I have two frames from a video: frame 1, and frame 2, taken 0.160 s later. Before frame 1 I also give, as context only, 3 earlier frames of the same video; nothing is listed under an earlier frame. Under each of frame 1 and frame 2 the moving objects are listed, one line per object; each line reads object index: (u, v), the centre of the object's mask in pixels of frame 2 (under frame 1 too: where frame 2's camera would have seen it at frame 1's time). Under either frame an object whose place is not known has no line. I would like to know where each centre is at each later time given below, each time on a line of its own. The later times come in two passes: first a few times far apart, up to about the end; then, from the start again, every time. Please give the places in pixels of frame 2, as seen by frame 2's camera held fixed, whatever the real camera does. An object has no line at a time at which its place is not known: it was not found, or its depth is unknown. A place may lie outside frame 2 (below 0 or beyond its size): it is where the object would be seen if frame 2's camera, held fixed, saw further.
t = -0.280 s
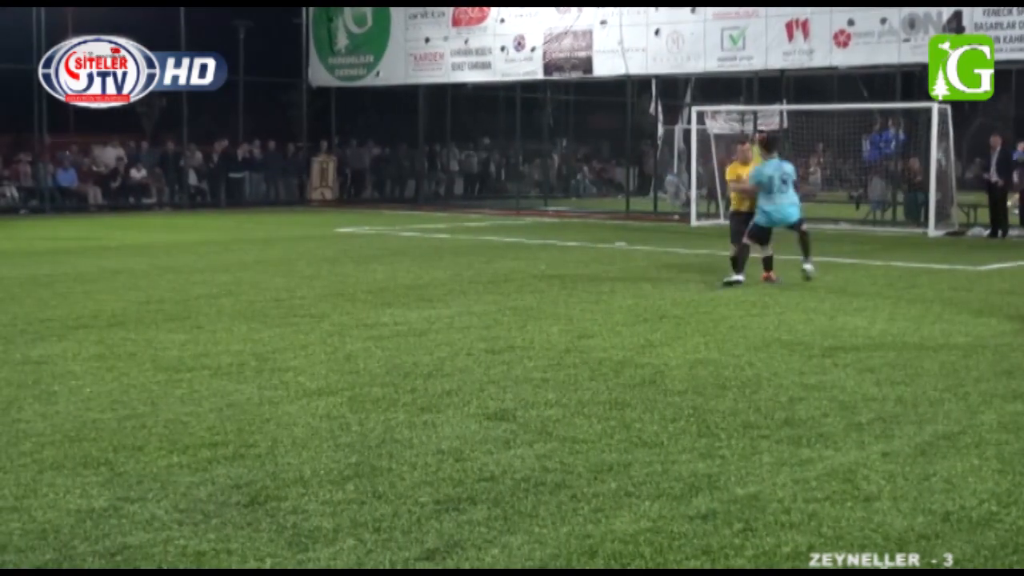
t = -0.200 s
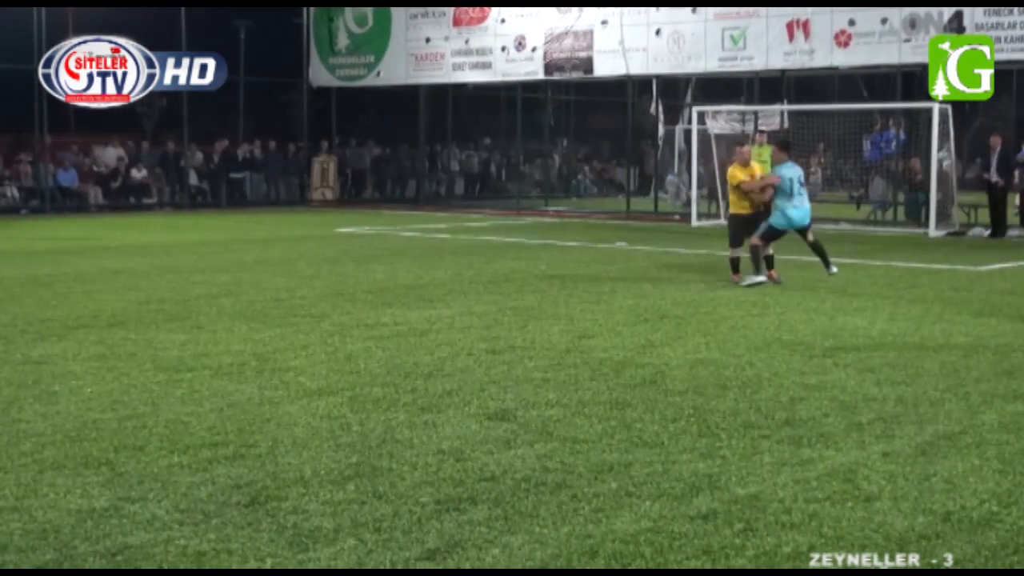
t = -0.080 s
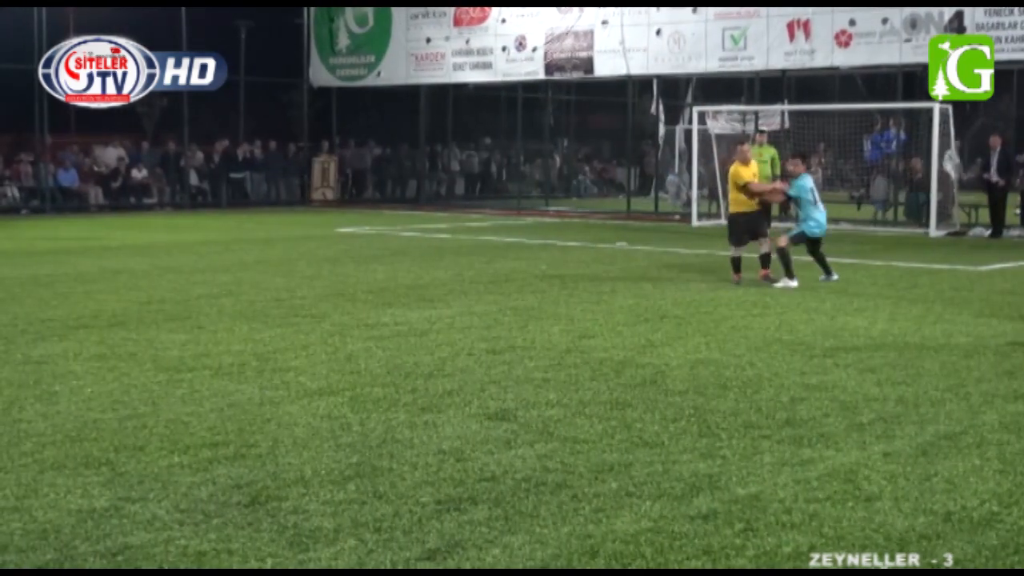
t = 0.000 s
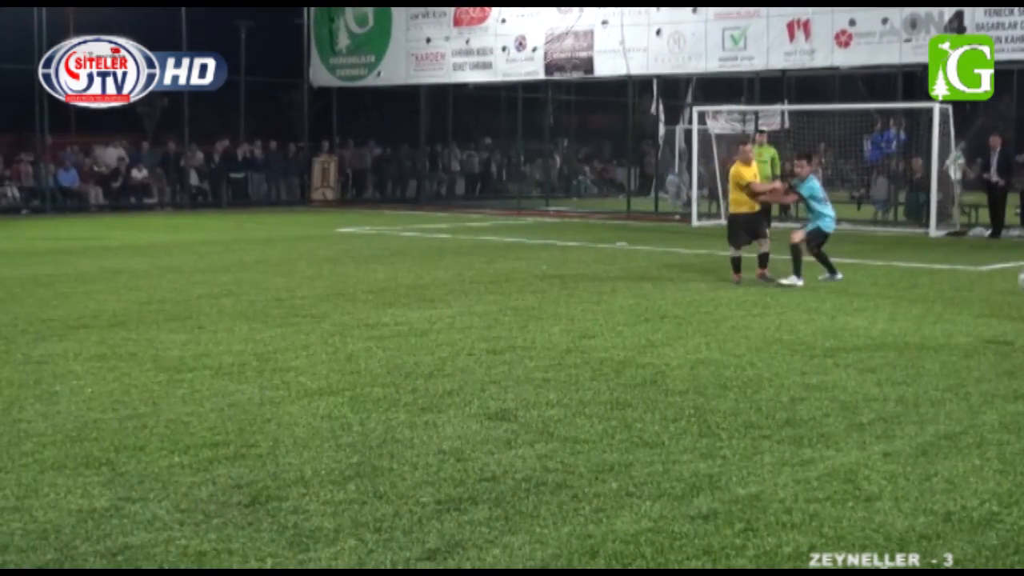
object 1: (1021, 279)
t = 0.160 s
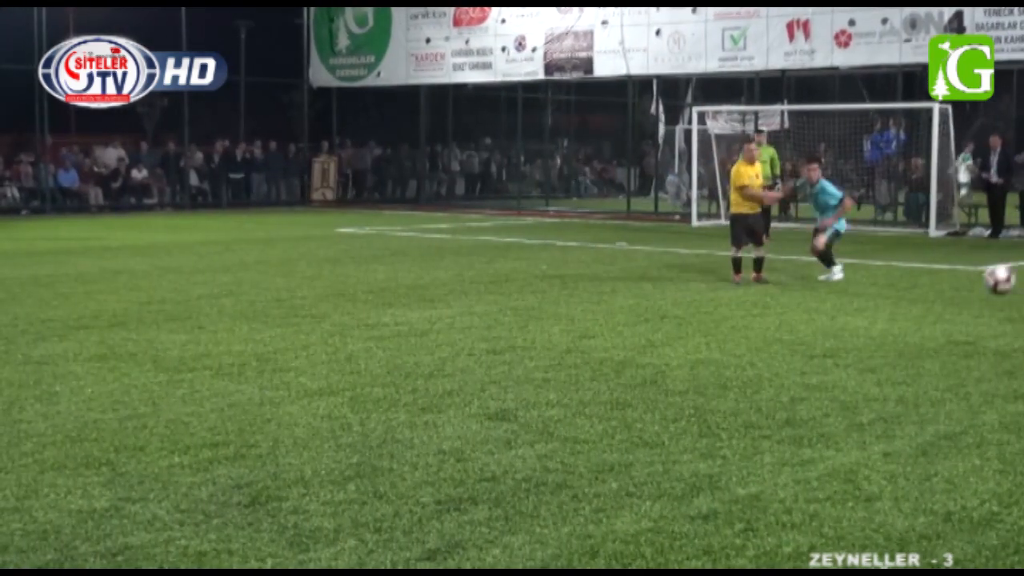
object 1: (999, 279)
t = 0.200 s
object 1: (990, 284)
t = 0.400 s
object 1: (945, 338)
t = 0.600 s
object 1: (908, 305)
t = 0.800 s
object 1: (867, 324)
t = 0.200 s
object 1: (990, 284)
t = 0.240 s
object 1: (981, 291)
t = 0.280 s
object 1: (972, 301)
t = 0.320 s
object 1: (963, 313)
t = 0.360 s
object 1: (954, 327)
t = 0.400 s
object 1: (945, 338)
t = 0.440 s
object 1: (938, 328)
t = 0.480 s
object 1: (931, 319)
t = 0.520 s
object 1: (923, 313)
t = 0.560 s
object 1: (915, 308)
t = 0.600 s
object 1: (908, 305)
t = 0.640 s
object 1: (900, 305)
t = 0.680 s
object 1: (892, 306)
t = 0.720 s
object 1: (883, 311)
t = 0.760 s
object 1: (875, 316)
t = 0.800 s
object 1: (867, 324)
